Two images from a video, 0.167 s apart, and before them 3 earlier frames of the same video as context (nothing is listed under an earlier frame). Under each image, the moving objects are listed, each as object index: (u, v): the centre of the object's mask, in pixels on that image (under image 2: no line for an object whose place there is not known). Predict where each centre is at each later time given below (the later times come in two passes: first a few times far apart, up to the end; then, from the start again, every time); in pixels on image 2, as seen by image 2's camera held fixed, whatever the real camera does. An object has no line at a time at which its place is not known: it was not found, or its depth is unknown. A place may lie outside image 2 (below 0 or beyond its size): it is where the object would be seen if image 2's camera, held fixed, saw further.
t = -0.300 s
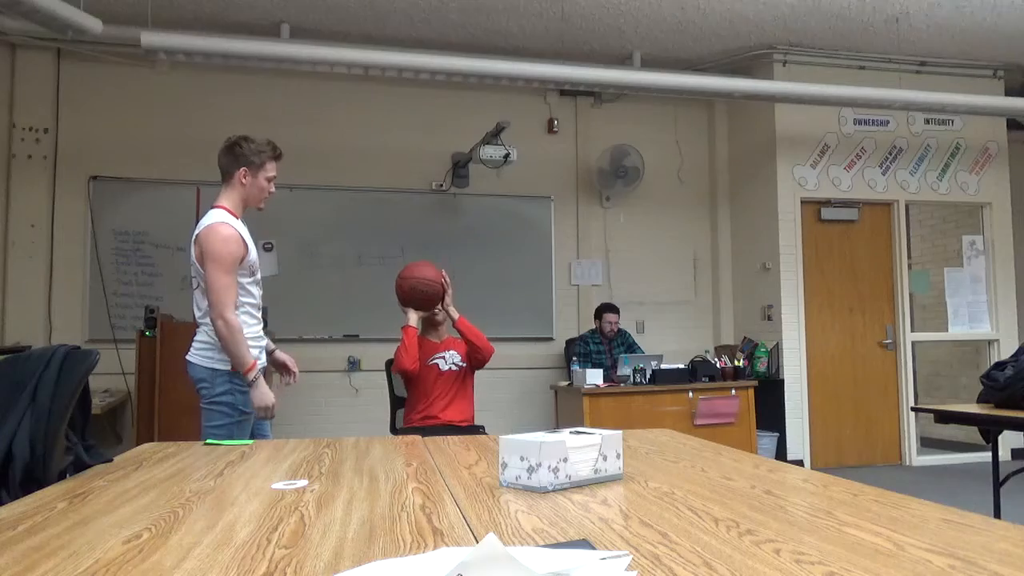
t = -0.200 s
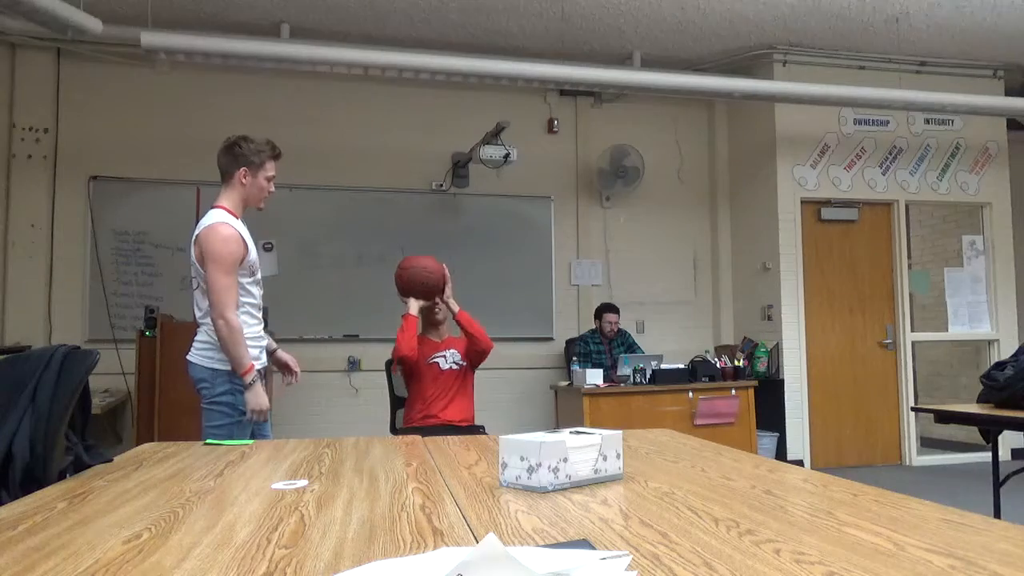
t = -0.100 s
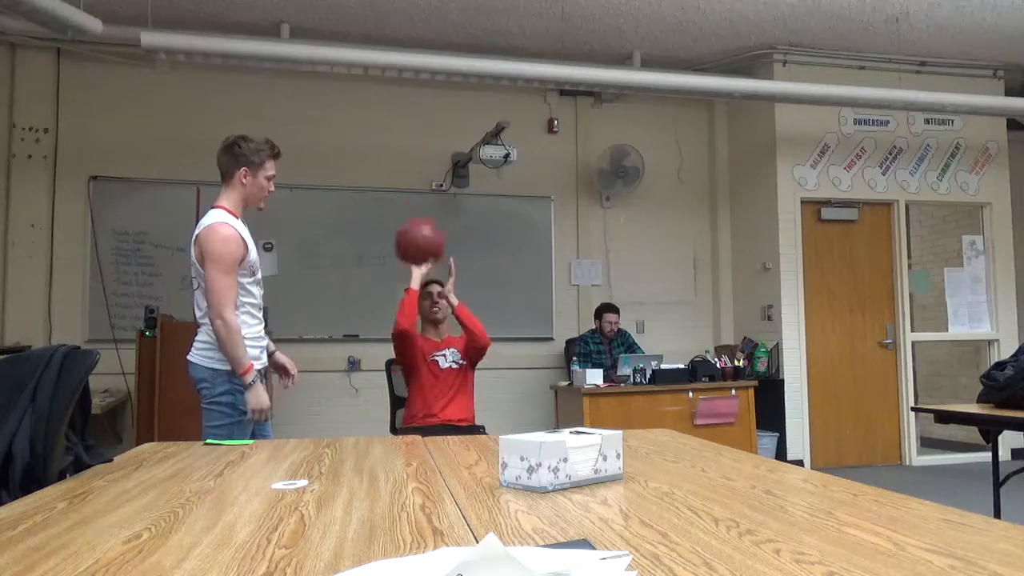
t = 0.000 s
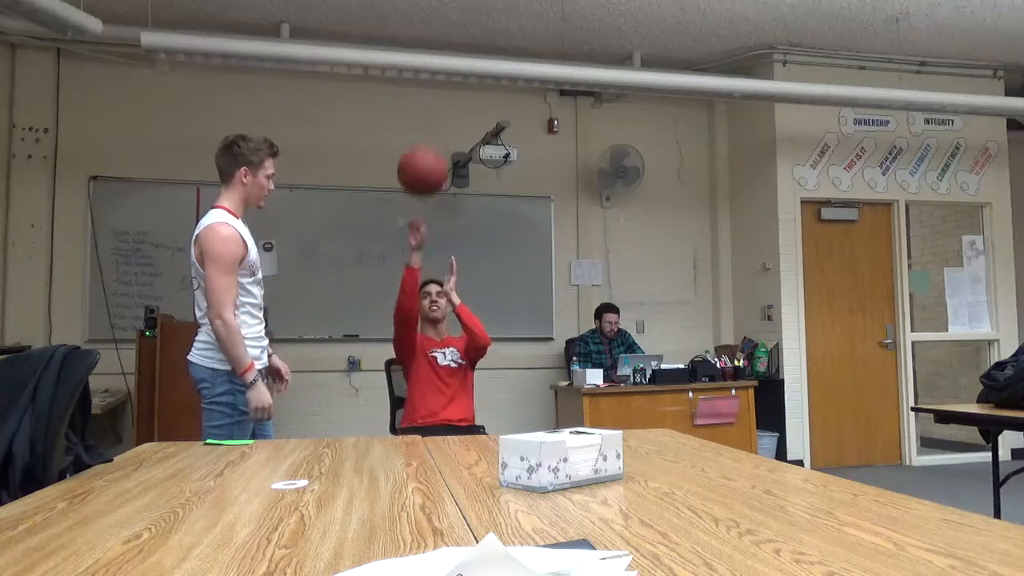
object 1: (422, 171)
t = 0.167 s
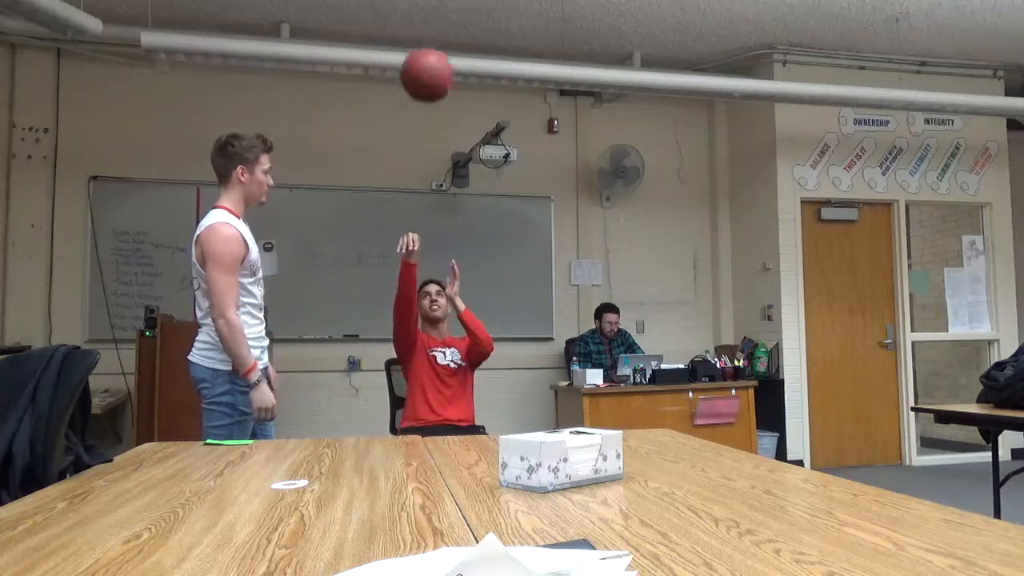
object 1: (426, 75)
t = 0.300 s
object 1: (431, 34)
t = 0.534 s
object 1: (438, 55)
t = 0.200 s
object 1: (428, 62)
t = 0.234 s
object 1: (429, 50)
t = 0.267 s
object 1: (430, 41)
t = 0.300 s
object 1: (431, 34)
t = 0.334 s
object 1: (432, 29)
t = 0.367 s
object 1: (433, 28)
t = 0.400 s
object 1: (433, 28)
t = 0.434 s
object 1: (434, 30)
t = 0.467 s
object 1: (435, 35)
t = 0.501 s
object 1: (437, 44)
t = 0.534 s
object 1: (438, 55)
